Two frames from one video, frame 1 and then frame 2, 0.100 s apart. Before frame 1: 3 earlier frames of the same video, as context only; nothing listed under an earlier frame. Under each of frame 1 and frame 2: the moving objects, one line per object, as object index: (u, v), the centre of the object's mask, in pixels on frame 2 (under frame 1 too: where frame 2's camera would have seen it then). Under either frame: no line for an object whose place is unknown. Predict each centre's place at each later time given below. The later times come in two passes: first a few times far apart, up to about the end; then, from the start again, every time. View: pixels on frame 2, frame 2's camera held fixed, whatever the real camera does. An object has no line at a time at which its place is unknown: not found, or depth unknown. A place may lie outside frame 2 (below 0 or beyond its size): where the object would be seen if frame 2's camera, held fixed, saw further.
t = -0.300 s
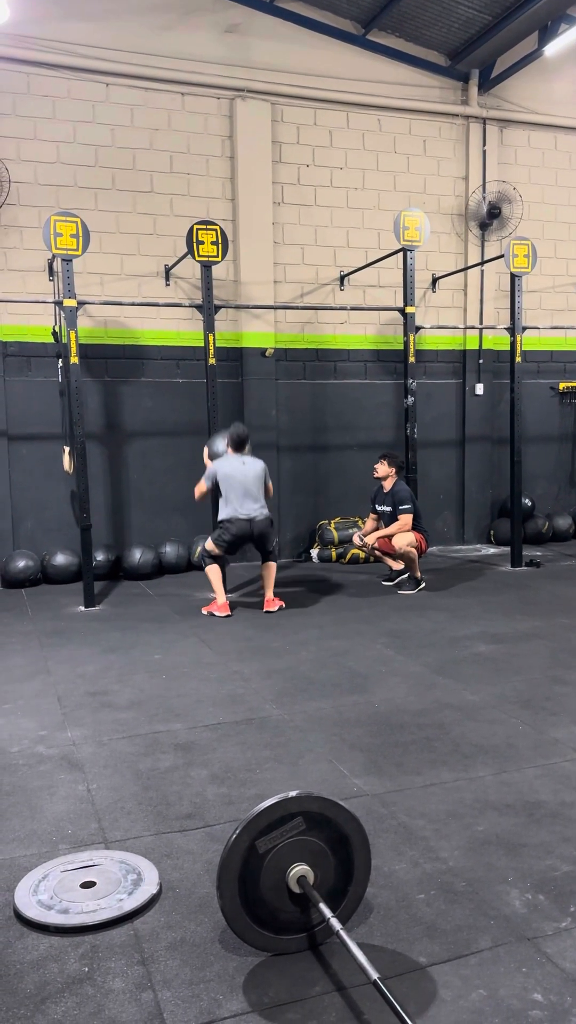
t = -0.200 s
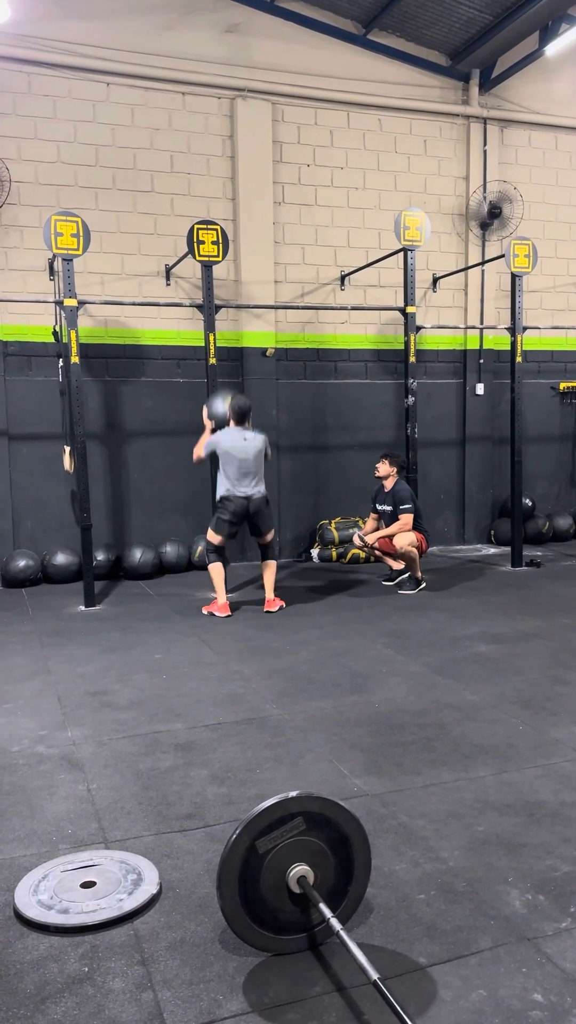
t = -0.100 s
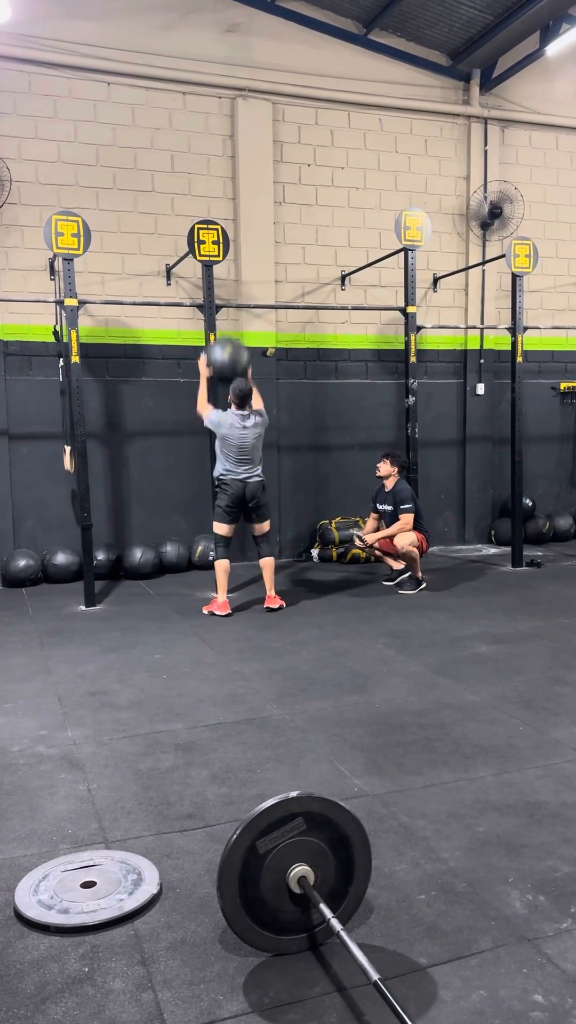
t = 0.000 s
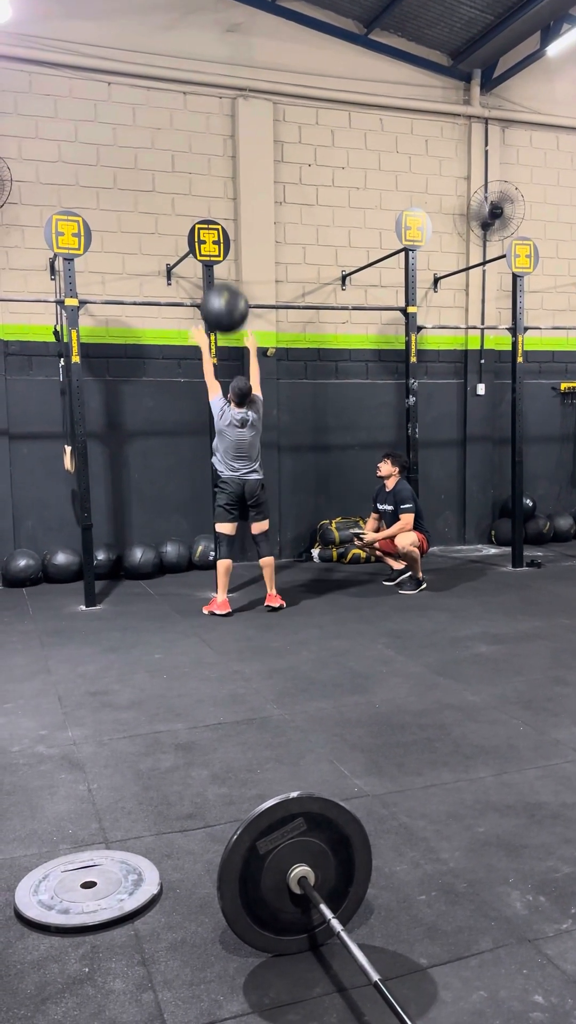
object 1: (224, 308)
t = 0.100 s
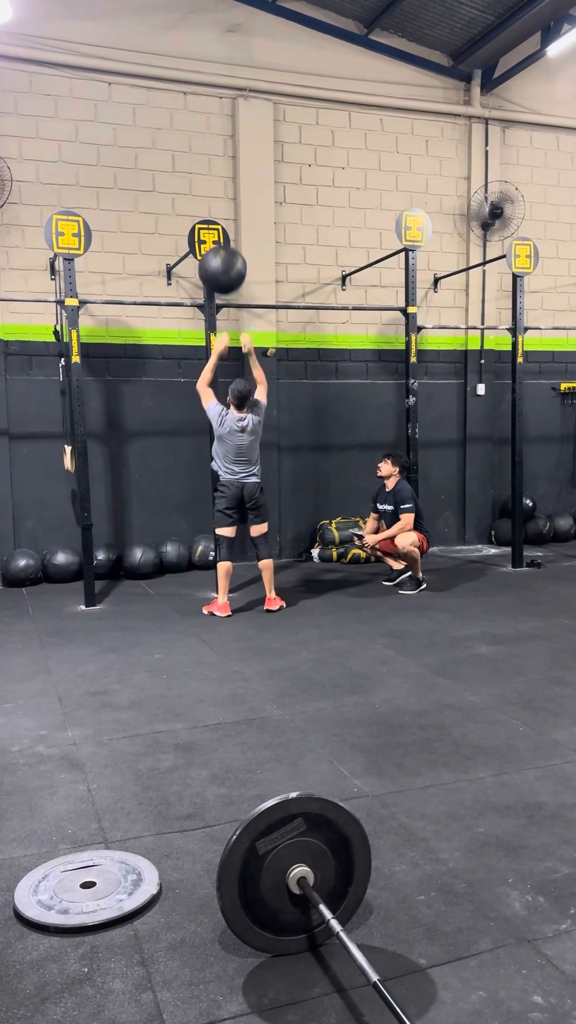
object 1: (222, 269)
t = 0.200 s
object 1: (220, 243)
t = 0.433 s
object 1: (220, 232)
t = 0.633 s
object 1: (225, 276)
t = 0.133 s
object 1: (222, 259)
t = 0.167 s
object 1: (221, 250)
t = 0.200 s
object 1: (220, 243)
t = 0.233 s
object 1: (220, 237)
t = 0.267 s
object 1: (219, 233)
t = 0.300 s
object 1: (219, 230)
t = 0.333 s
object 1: (219, 228)
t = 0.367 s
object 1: (219, 228)
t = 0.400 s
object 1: (219, 229)
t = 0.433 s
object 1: (220, 232)
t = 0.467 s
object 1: (221, 235)
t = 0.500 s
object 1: (221, 240)
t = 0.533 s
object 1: (222, 247)
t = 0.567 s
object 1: (223, 255)
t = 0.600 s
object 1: (224, 265)
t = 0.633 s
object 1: (225, 276)
